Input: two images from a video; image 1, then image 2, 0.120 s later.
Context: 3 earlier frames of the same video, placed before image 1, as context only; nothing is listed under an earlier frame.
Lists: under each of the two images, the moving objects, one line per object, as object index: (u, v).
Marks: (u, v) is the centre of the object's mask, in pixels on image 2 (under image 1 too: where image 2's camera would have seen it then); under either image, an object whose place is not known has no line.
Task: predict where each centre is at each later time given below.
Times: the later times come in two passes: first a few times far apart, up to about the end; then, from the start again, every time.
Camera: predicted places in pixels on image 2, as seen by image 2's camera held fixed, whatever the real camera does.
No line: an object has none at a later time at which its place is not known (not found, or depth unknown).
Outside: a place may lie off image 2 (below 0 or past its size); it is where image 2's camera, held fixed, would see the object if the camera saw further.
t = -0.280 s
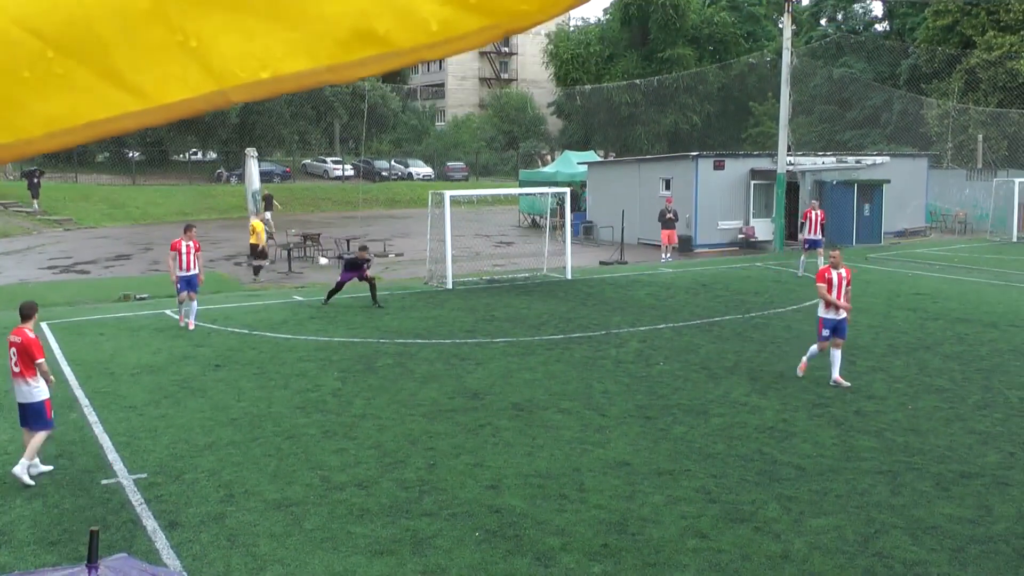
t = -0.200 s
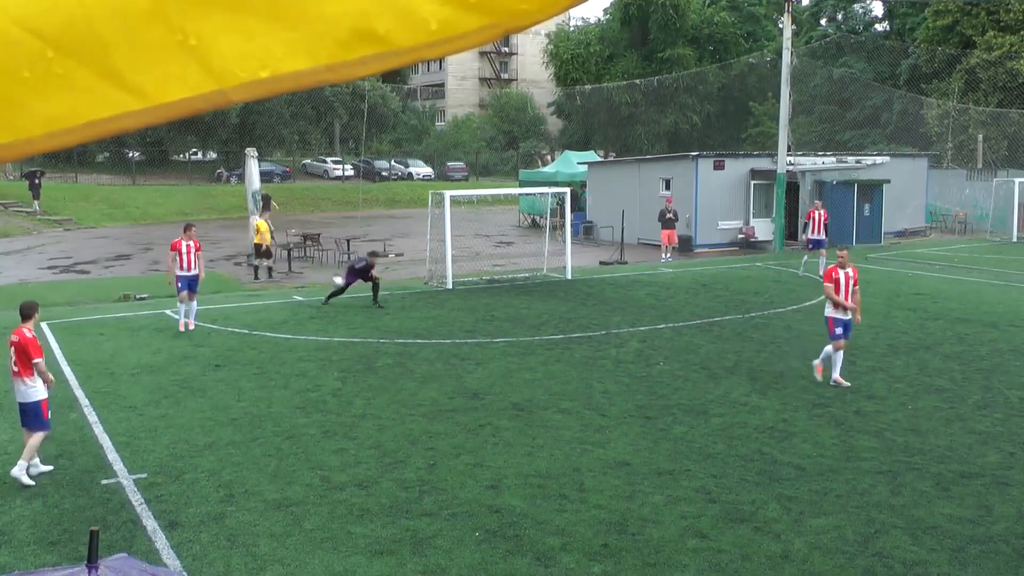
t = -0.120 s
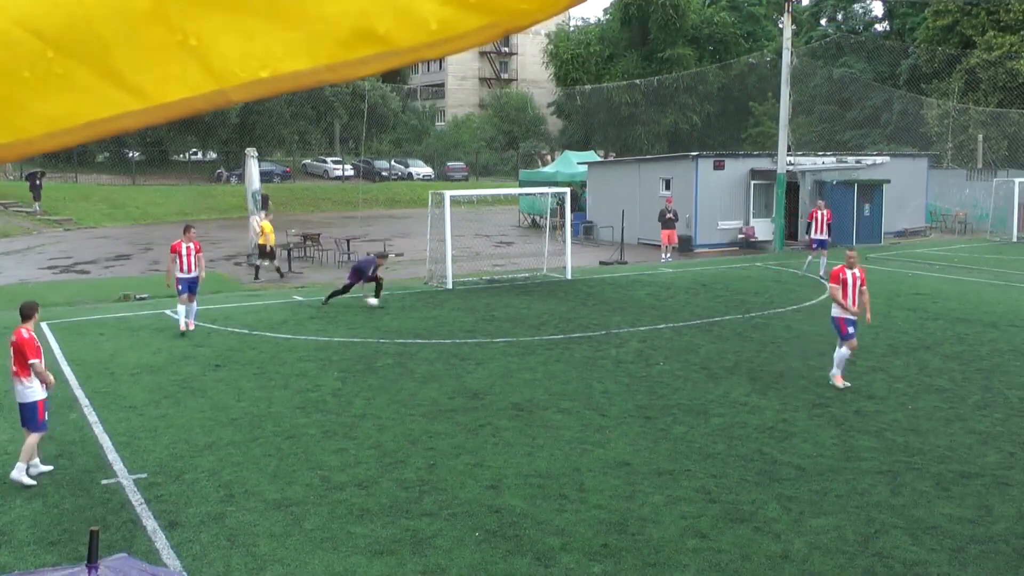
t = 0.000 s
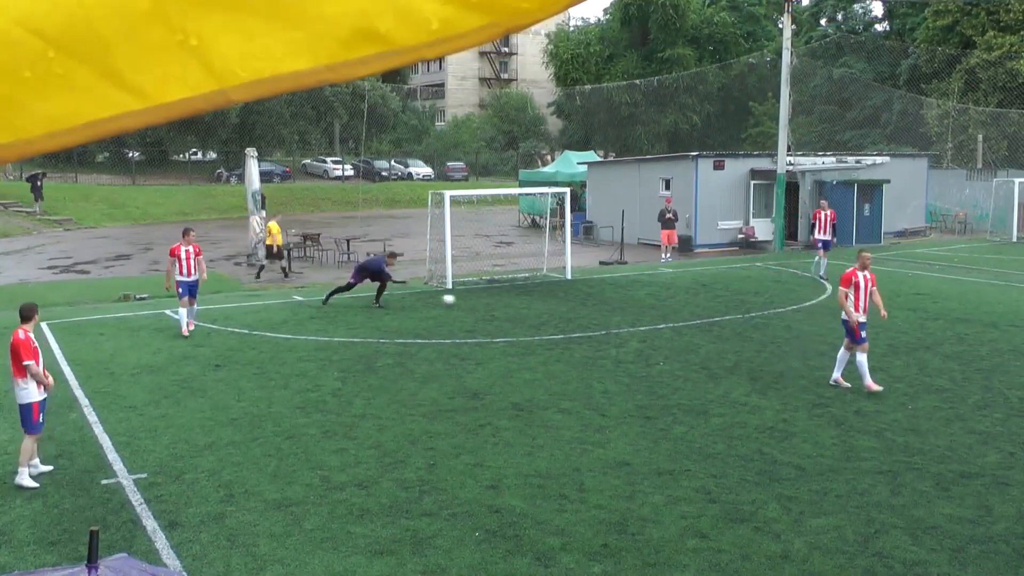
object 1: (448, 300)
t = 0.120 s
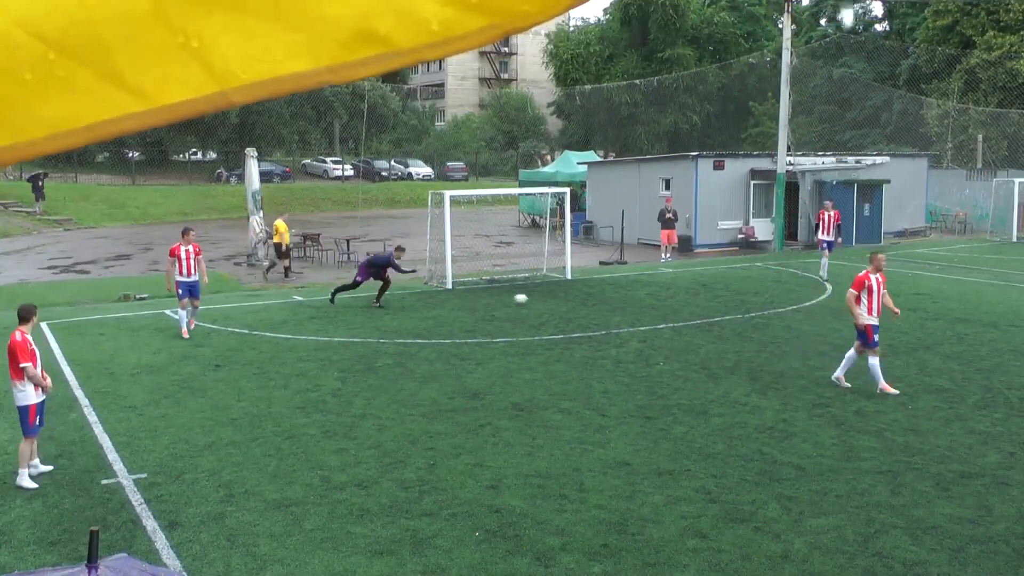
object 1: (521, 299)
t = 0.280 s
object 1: (602, 295)
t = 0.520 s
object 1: (702, 290)
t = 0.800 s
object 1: (794, 287)
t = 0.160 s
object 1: (542, 297)
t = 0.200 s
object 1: (563, 297)
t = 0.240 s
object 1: (585, 297)
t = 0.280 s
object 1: (602, 295)
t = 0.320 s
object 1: (620, 293)
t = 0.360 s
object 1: (638, 292)
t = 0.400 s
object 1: (655, 292)
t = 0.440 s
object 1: (672, 293)
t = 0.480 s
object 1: (687, 291)
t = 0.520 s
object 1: (702, 290)
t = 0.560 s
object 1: (716, 289)
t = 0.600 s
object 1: (729, 289)
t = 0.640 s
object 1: (742, 289)
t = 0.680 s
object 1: (755, 289)
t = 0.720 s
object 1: (769, 288)
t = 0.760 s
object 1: (781, 288)
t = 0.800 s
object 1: (794, 287)
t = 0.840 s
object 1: (806, 287)
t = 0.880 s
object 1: (817, 286)
